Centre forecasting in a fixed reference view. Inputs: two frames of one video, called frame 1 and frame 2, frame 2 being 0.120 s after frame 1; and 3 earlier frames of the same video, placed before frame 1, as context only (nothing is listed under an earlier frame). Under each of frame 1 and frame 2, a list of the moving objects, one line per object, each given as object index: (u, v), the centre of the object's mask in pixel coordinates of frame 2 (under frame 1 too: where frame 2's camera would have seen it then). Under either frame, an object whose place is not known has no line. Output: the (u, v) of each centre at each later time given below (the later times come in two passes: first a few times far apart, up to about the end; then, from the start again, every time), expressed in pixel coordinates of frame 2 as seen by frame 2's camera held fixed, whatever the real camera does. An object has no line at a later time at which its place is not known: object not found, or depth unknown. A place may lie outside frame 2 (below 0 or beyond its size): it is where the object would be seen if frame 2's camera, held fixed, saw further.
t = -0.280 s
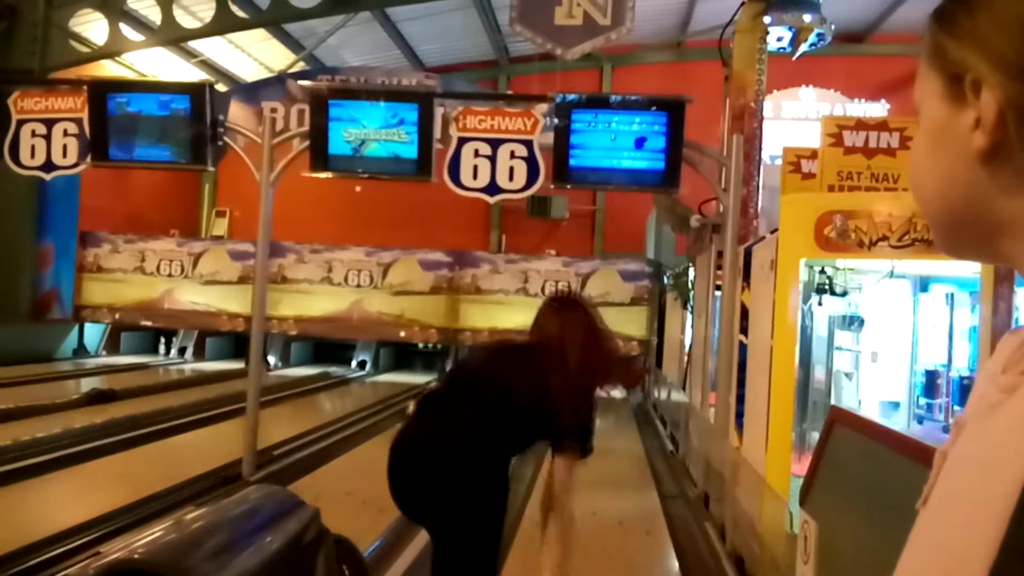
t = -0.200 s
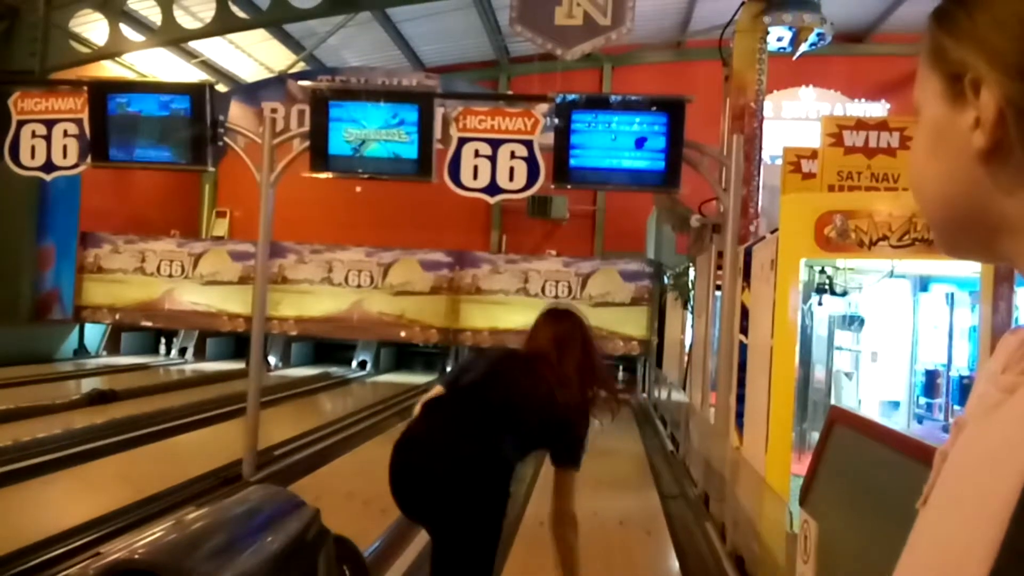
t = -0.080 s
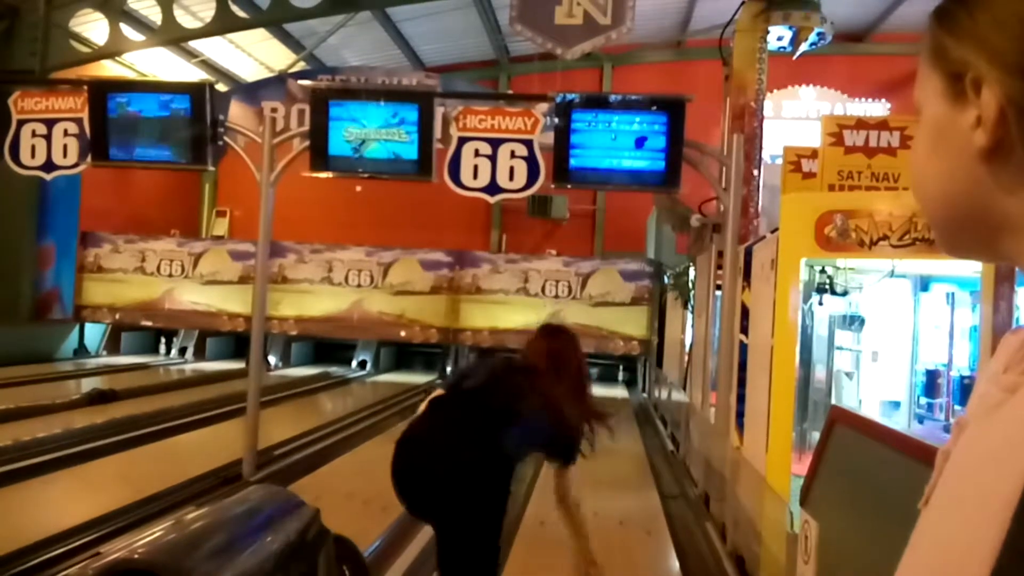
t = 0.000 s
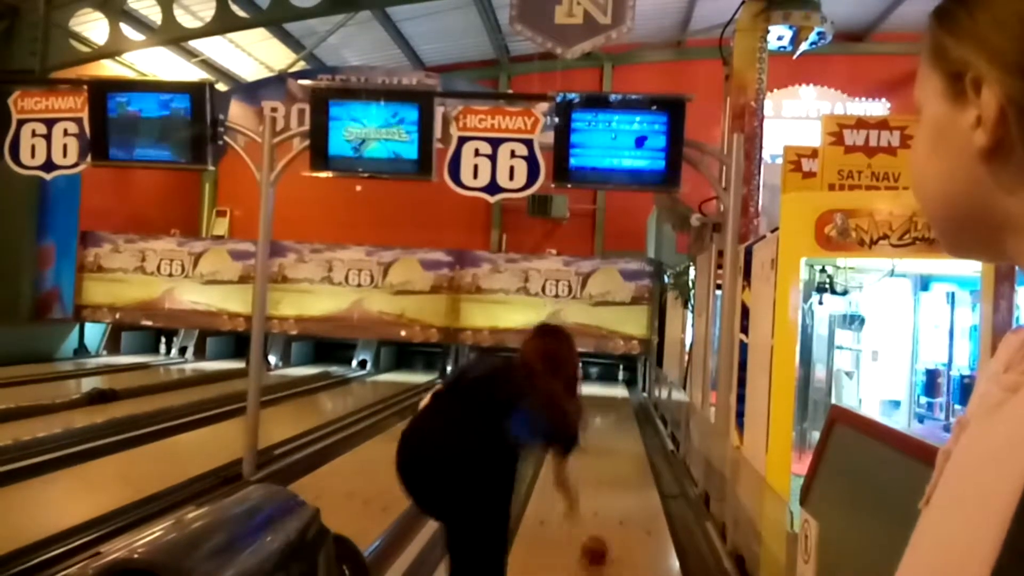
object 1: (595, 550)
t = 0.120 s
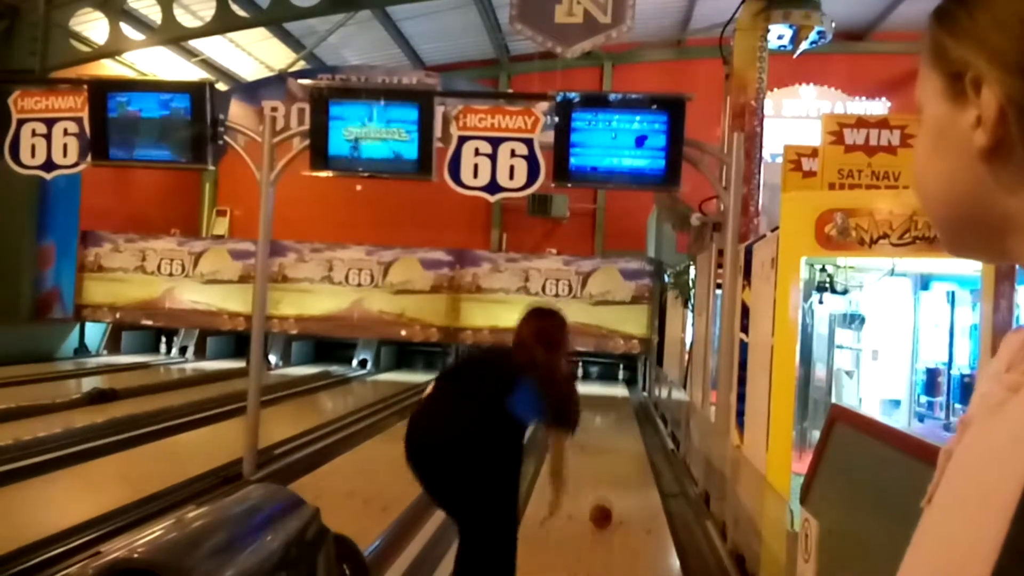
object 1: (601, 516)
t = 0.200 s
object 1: (605, 494)
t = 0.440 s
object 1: (612, 456)
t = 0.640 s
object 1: (616, 435)
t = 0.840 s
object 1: (618, 420)
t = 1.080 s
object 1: (621, 407)
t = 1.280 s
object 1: (623, 399)
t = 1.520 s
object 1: (625, 391)
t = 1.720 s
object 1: (625, 384)
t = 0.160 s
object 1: (603, 505)
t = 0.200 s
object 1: (605, 494)
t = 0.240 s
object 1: (606, 486)
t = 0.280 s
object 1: (608, 480)
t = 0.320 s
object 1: (609, 474)
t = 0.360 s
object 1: (610, 466)
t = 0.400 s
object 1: (611, 460)
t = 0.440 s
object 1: (612, 456)
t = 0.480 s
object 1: (613, 452)
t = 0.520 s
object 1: (613, 447)
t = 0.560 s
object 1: (614, 443)
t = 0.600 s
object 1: (615, 439)
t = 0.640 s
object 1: (616, 435)
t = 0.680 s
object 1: (616, 432)
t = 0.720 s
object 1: (617, 428)
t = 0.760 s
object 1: (617, 426)
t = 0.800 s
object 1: (618, 423)
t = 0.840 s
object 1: (618, 420)
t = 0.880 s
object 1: (619, 418)
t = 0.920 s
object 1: (619, 416)
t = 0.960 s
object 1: (620, 413)
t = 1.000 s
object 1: (620, 411)
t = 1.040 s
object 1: (621, 409)
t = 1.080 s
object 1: (621, 407)
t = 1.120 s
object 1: (621, 405)
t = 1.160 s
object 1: (622, 404)
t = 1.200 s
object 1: (622, 403)
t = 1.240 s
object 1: (623, 401)
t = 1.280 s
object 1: (623, 399)
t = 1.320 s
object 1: (623, 398)
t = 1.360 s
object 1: (623, 396)
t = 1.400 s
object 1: (624, 395)
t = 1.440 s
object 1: (624, 394)
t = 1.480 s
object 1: (624, 392)
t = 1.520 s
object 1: (625, 391)
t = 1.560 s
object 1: (625, 389)
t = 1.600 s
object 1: (625, 388)
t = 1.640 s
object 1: (626, 388)
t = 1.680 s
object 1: (625, 385)
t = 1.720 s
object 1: (625, 384)
